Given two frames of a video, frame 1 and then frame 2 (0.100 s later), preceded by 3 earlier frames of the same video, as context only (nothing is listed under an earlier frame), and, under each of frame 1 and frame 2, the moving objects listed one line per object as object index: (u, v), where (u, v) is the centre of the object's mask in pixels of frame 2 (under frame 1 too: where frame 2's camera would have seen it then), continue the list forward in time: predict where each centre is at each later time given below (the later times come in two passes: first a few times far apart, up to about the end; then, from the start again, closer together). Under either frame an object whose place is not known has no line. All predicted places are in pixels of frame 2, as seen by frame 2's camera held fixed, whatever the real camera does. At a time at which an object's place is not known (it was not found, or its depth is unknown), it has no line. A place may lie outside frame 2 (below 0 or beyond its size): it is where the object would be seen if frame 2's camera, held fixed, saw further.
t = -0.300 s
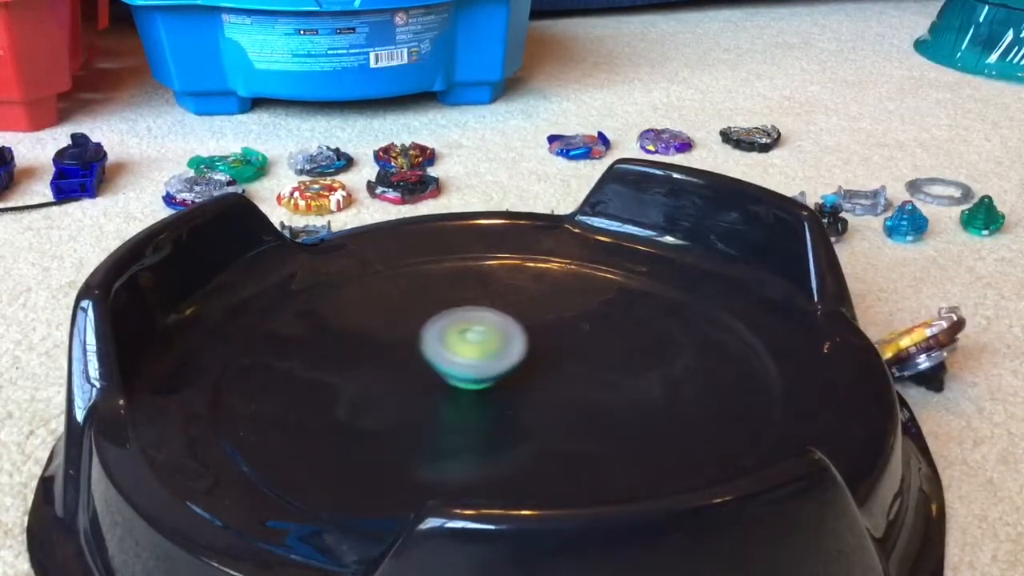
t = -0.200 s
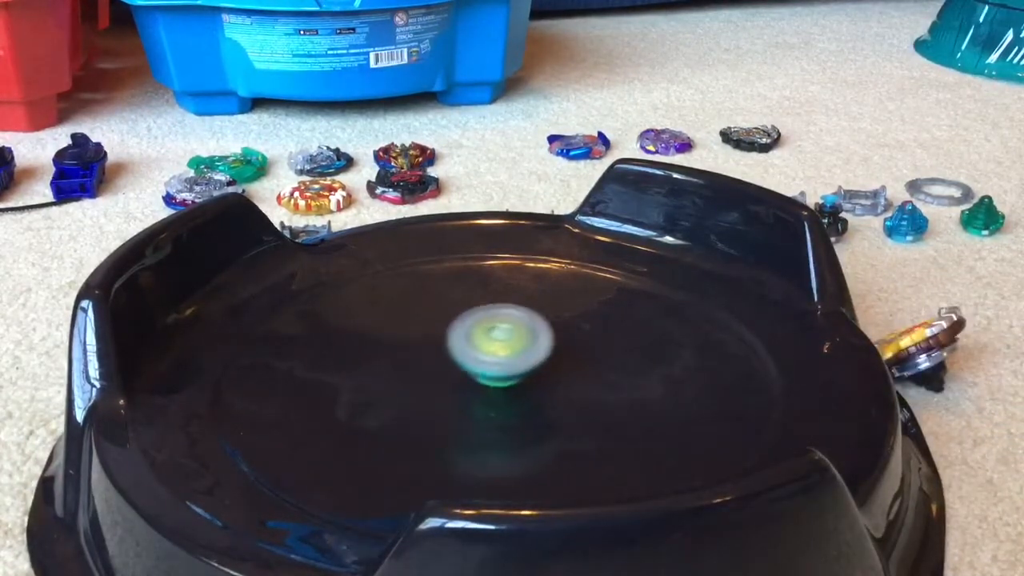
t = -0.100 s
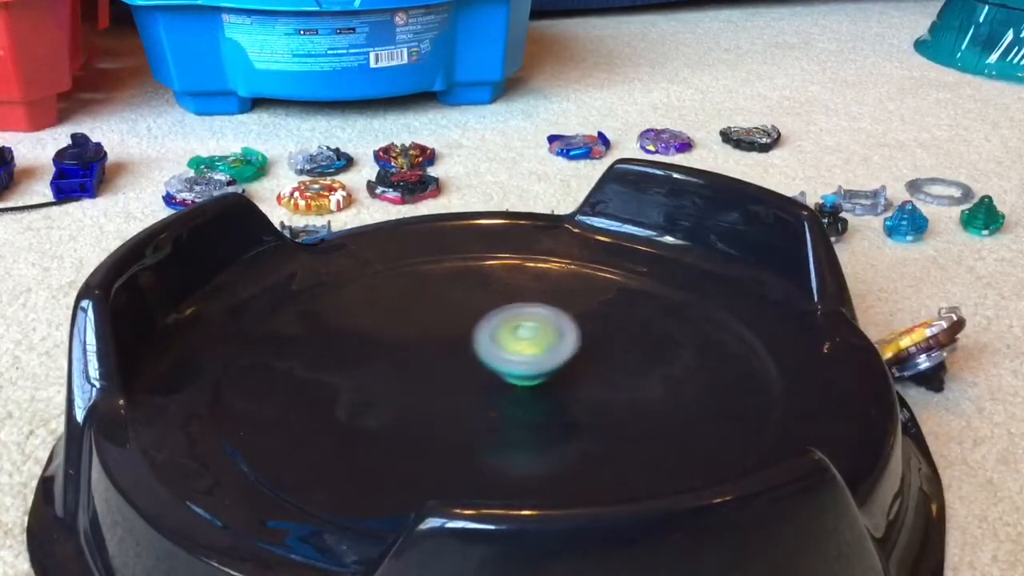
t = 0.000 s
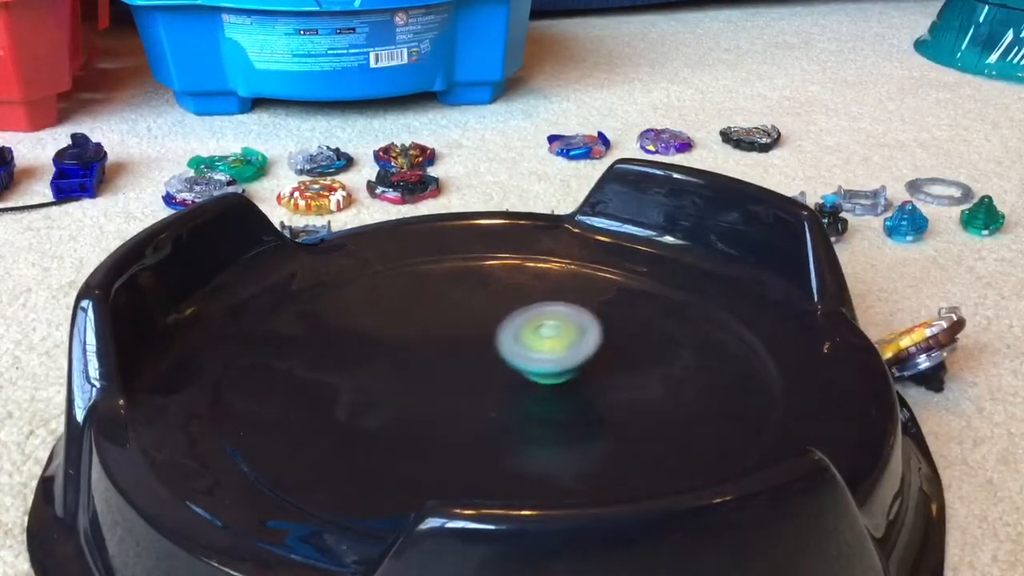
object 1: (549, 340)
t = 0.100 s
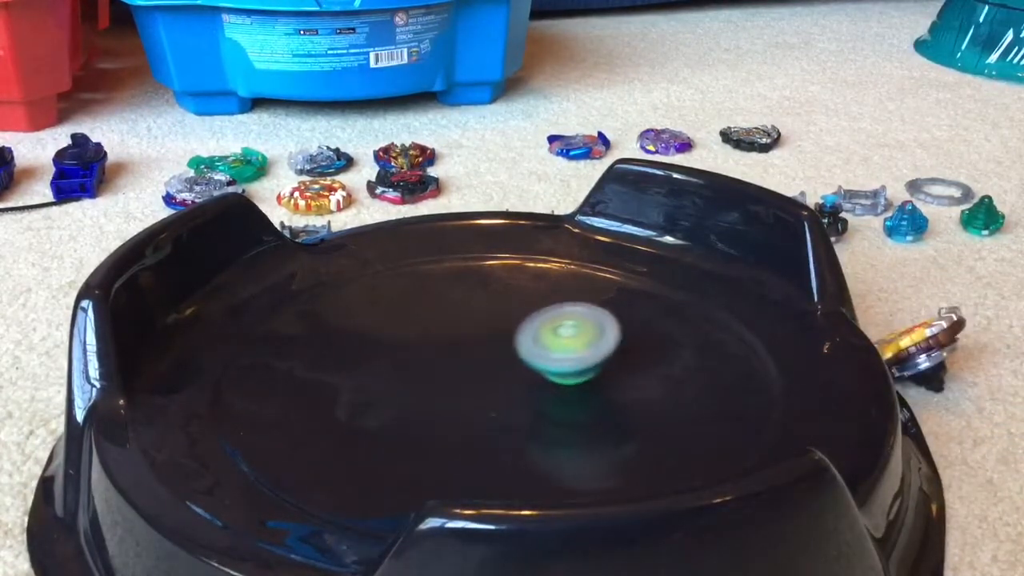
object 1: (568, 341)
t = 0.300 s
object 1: (585, 343)
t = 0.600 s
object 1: (560, 355)
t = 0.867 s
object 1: (492, 362)
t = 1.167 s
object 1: (410, 352)
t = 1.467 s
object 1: (387, 340)
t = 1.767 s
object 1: (420, 342)
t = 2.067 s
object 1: (493, 356)
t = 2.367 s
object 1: (558, 367)
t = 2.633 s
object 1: (569, 373)
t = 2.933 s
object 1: (528, 367)
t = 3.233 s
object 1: (468, 340)
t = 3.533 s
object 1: (434, 317)
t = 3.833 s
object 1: (437, 325)
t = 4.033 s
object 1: (455, 346)
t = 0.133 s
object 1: (573, 341)
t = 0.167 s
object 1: (577, 341)
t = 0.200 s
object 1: (580, 342)
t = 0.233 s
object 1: (582, 342)
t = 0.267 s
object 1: (584, 343)
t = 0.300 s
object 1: (585, 343)
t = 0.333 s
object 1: (586, 344)
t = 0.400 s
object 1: (585, 346)
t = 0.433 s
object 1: (584, 347)
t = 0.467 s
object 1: (581, 348)
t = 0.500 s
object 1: (577, 350)
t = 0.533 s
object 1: (572, 352)
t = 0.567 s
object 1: (566, 353)
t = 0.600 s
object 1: (560, 355)
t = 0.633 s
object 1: (552, 357)
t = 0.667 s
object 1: (545, 358)
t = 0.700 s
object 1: (537, 359)
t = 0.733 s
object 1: (530, 360)
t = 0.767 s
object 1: (521, 361)
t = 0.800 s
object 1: (512, 362)
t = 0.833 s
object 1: (502, 362)
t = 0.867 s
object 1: (492, 362)
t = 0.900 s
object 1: (482, 362)
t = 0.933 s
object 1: (472, 362)
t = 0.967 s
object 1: (462, 361)
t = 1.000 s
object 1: (453, 360)
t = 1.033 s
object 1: (442, 359)
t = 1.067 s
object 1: (432, 357)
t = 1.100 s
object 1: (424, 355)
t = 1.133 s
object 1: (417, 354)
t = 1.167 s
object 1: (410, 352)
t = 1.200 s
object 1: (405, 351)
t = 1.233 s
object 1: (399, 349)
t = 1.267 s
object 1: (395, 348)
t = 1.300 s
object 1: (392, 346)
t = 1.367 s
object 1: (388, 343)
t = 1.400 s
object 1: (387, 342)
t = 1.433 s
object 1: (387, 341)
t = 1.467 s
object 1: (387, 340)
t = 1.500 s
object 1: (387, 339)
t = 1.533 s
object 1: (389, 339)
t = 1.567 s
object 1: (391, 338)
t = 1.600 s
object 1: (394, 338)
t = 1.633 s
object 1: (397, 338)
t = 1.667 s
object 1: (402, 338)
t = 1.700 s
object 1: (408, 339)
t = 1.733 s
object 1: (413, 340)
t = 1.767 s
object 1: (420, 342)
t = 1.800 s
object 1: (426, 343)
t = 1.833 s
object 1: (433, 345)
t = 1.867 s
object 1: (441, 347)
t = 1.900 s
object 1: (449, 349)
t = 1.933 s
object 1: (457, 350)
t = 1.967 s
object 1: (466, 352)
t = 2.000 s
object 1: (475, 353)
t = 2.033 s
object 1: (484, 355)
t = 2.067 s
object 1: (493, 356)
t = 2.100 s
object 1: (502, 357)
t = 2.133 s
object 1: (511, 359)
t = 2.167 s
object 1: (520, 360)
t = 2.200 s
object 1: (528, 362)
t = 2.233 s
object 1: (535, 363)
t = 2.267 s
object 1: (542, 364)
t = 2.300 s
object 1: (548, 365)
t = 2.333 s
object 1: (553, 366)
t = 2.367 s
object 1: (558, 367)
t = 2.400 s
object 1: (562, 368)
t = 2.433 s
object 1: (564, 369)
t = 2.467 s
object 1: (567, 370)
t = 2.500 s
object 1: (569, 371)
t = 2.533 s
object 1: (570, 372)
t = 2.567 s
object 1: (570, 372)
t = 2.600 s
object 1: (570, 373)
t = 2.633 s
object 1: (569, 373)
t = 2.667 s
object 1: (567, 373)
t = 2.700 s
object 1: (564, 374)
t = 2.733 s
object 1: (560, 373)
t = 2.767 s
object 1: (556, 373)
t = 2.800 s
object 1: (551, 373)
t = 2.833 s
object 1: (545, 371)
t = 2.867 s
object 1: (540, 370)
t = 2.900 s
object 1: (534, 369)
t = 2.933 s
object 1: (528, 367)
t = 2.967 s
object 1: (522, 365)
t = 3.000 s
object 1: (516, 363)
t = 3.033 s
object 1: (508, 359)
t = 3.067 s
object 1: (500, 357)
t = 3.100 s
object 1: (493, 354)
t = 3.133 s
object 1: (487, 350)
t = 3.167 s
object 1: (480, 347)
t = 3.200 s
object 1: (474, 343)
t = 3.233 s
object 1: (468, 340)
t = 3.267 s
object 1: (462, 336)
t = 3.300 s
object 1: (457, 333)
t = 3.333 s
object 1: (452, 330)
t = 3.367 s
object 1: (448, 328)
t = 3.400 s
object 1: (444, 325)
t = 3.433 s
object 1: (441, 323)
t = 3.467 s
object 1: (439, 321)
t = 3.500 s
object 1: (436, 319)
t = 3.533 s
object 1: (434, 317)
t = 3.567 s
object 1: (433, 316)
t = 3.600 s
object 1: (432, 316)
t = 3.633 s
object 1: (431, 316)
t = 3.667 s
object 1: (430, 316)
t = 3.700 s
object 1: (430, 317)
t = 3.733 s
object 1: (431, 318)
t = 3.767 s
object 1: (432, 320)
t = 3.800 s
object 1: (434, 322)
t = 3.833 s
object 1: (437, 325)
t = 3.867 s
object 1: (439, 328)
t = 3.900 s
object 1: (441, 331)
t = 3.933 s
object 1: (444, 335)
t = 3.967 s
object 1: (448, 338)
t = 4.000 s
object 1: (451, 342)
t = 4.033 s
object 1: (455, 346)
